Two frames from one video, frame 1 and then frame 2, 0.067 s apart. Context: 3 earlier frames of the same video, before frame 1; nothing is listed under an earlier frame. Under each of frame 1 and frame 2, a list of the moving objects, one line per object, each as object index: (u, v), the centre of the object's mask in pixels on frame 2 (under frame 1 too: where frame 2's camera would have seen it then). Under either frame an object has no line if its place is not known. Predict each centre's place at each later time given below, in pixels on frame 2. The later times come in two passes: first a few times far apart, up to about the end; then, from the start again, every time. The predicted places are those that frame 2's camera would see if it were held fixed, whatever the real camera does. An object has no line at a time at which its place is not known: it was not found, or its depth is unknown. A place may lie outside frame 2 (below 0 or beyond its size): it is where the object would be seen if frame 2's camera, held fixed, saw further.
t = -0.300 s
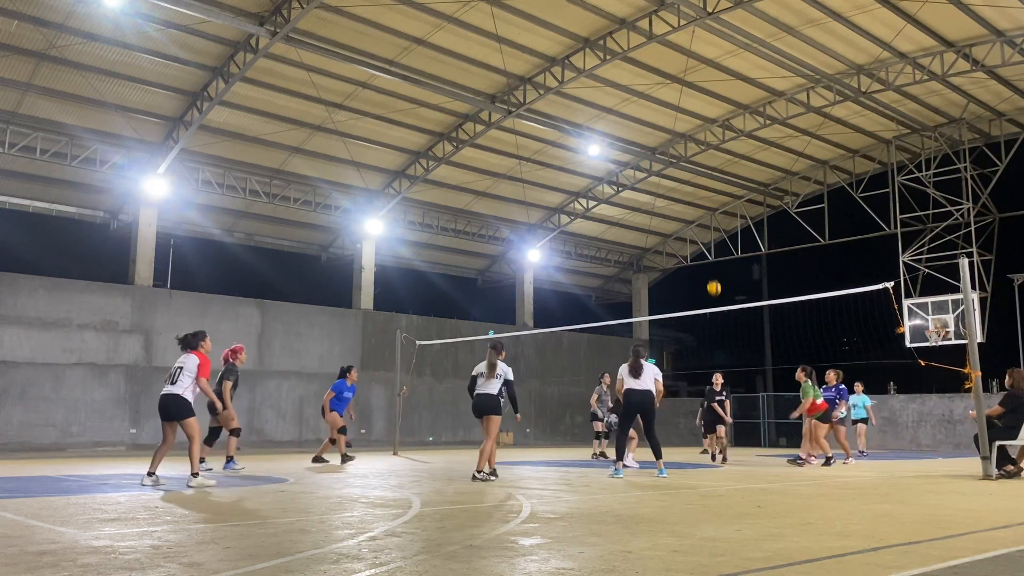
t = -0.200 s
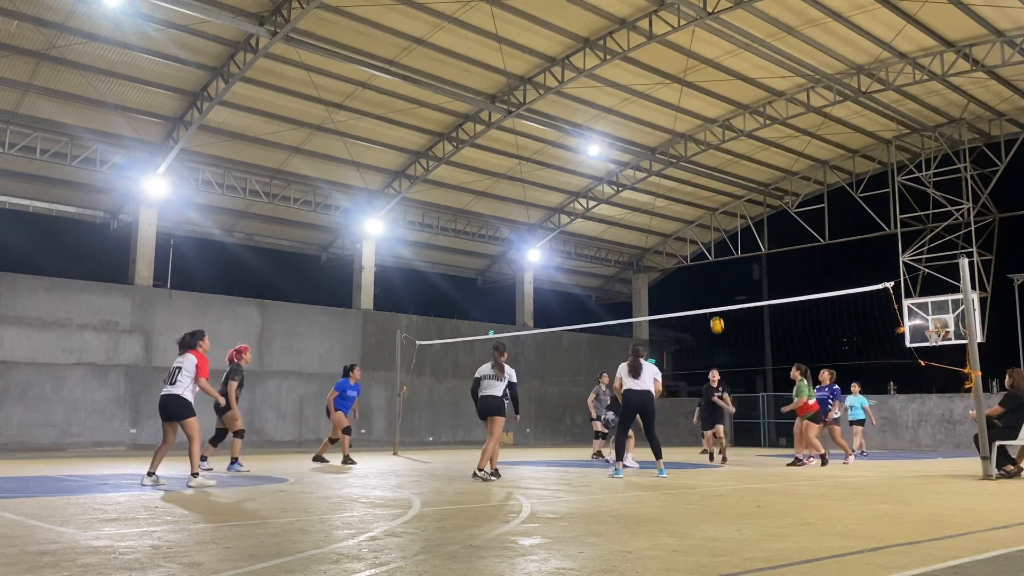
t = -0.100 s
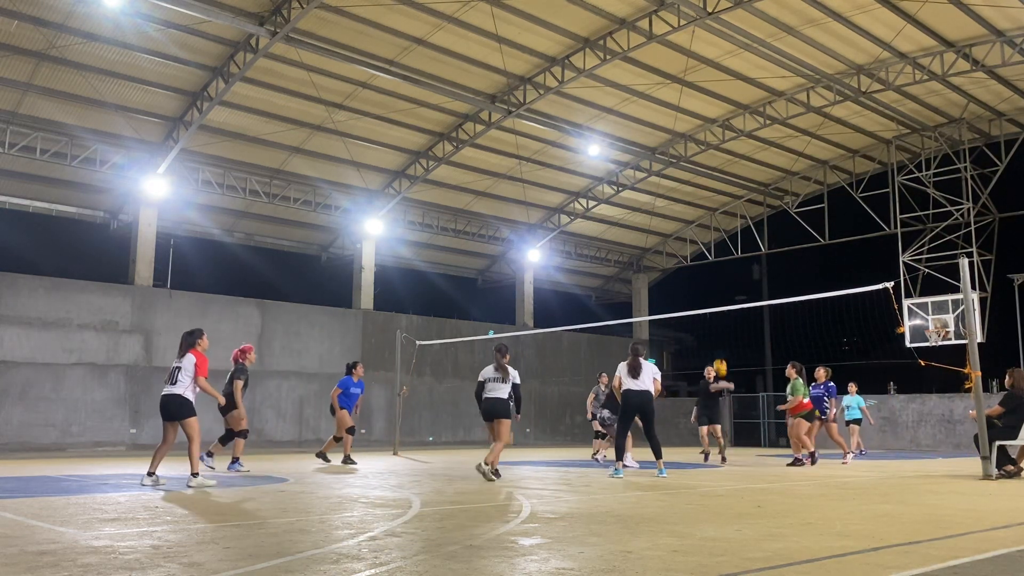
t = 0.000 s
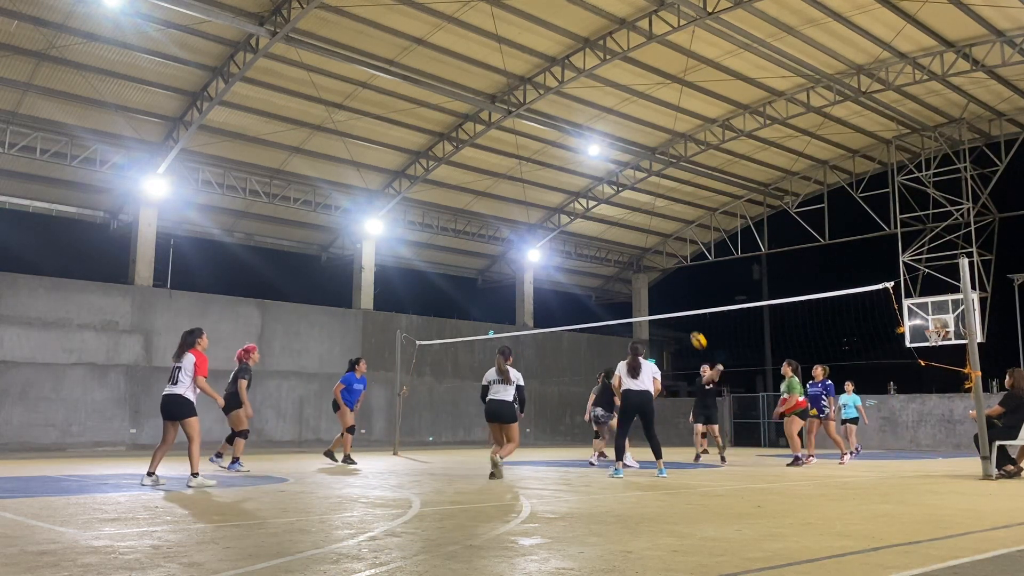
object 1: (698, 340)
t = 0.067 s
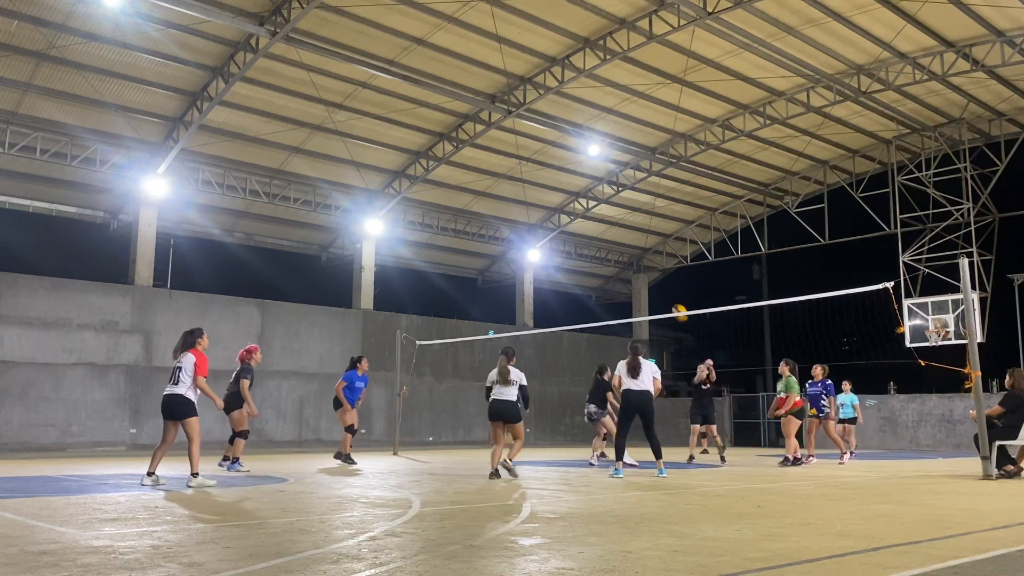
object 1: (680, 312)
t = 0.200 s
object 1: (644, 267)
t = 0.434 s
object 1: (583, 216)
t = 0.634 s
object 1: (530, 198)
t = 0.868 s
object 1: (466, 210)
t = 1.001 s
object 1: (430, 232)
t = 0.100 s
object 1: (671, 300)
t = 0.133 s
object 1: (662, 289)
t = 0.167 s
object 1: (653, 278)
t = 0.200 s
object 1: (644, 267)
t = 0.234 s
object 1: (636, 257)
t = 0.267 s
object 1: (627, 249)
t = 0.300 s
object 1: (618, 241)
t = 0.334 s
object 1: (609, 233)
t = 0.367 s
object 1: (602, 227)
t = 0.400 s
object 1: (591, 221)
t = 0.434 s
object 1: (583, 216)
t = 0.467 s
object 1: (574, 211)
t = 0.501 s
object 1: (566, 207)
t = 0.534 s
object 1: (557, 203)
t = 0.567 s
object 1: (548, 203)
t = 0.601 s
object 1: (539, 199)
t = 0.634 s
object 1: (530, 198)
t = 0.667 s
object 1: (521, 198)
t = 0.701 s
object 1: (512, 198)
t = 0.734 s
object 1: (503, 198)
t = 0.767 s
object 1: (493, 200)
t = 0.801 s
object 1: (484, 202)
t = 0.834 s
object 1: (476, 206)
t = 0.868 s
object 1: (466, 210)
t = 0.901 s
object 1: (457, 214)
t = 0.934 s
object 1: (448, 219)
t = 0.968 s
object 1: (439, 225)
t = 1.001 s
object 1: (430, 232)
